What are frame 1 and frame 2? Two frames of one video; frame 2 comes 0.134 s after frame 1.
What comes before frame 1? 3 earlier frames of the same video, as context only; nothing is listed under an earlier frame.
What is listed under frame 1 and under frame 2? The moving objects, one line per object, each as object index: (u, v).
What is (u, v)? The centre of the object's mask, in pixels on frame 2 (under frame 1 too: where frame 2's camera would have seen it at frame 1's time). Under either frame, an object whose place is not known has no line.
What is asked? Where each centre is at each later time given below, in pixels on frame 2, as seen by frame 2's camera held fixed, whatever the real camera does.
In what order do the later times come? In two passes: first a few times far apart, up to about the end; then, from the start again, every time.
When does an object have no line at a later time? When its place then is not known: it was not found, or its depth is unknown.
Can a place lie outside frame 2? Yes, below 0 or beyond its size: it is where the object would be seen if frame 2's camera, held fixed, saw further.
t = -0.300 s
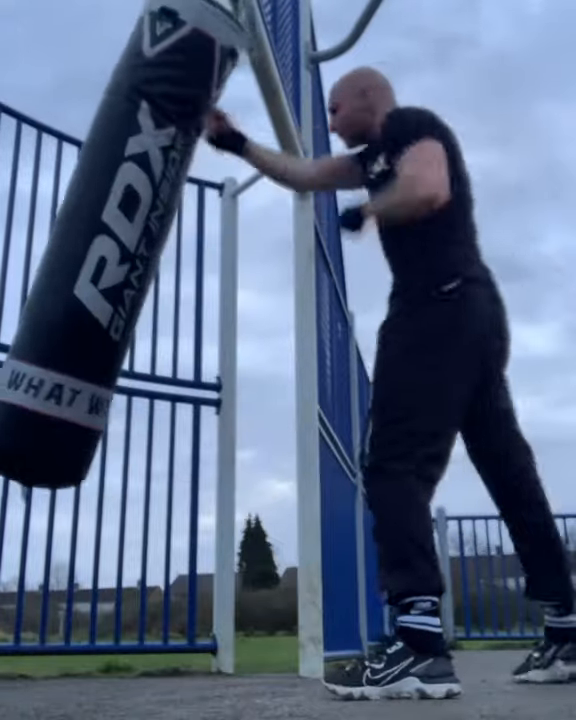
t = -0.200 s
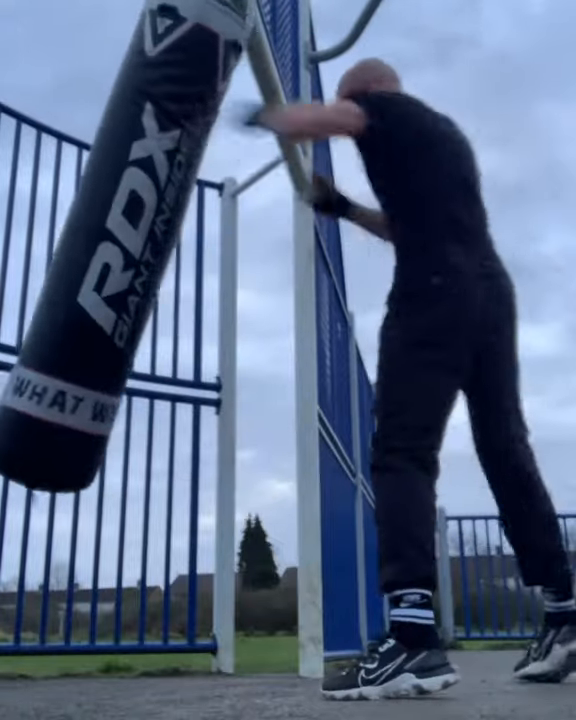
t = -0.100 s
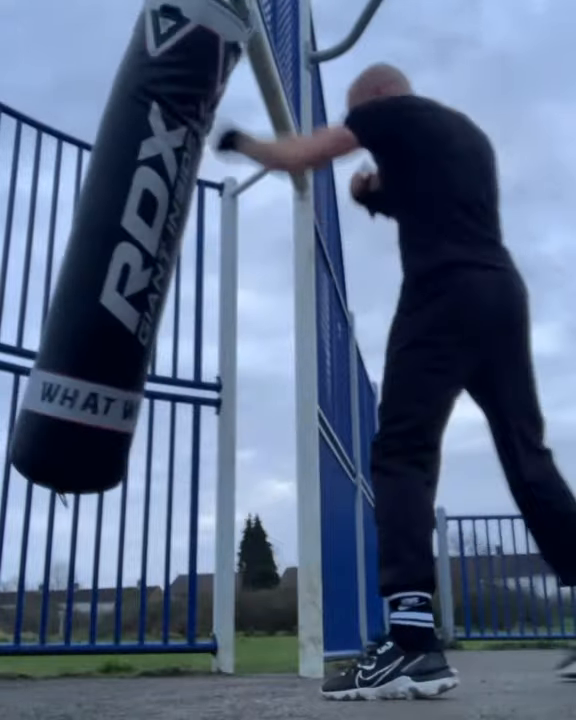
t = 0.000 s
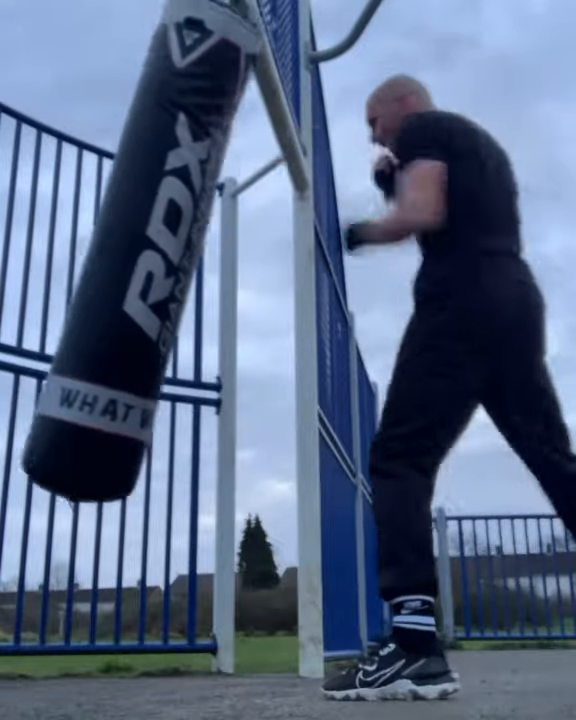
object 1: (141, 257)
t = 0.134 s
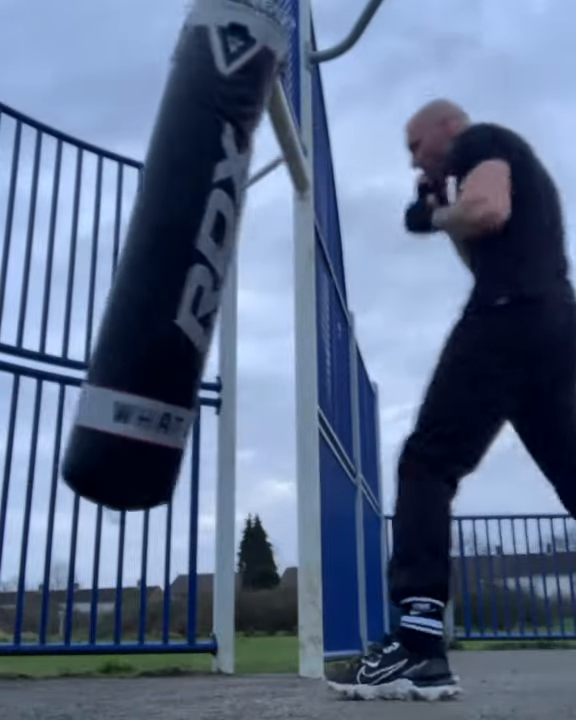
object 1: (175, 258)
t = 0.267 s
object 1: (212, 260)
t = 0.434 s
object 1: (248, 261)
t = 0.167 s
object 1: (184, 259)
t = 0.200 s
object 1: (193, 260)
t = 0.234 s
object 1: (203, 260)
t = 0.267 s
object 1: (212, 260)
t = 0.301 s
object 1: (219, 262)
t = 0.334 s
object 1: (227, 263)
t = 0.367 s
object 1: (234, 264)
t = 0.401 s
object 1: (240, 264)
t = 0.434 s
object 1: (248, 261)
